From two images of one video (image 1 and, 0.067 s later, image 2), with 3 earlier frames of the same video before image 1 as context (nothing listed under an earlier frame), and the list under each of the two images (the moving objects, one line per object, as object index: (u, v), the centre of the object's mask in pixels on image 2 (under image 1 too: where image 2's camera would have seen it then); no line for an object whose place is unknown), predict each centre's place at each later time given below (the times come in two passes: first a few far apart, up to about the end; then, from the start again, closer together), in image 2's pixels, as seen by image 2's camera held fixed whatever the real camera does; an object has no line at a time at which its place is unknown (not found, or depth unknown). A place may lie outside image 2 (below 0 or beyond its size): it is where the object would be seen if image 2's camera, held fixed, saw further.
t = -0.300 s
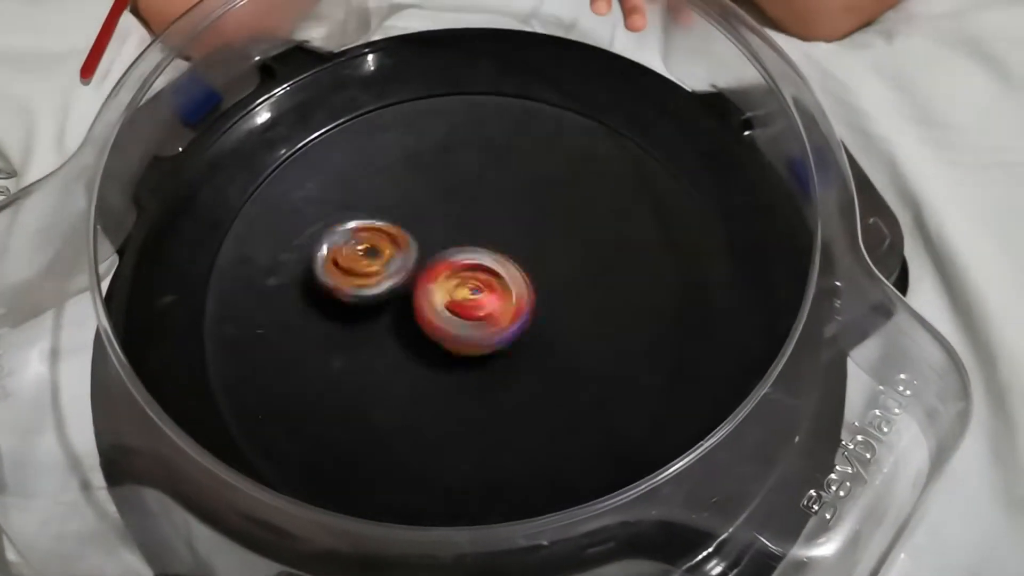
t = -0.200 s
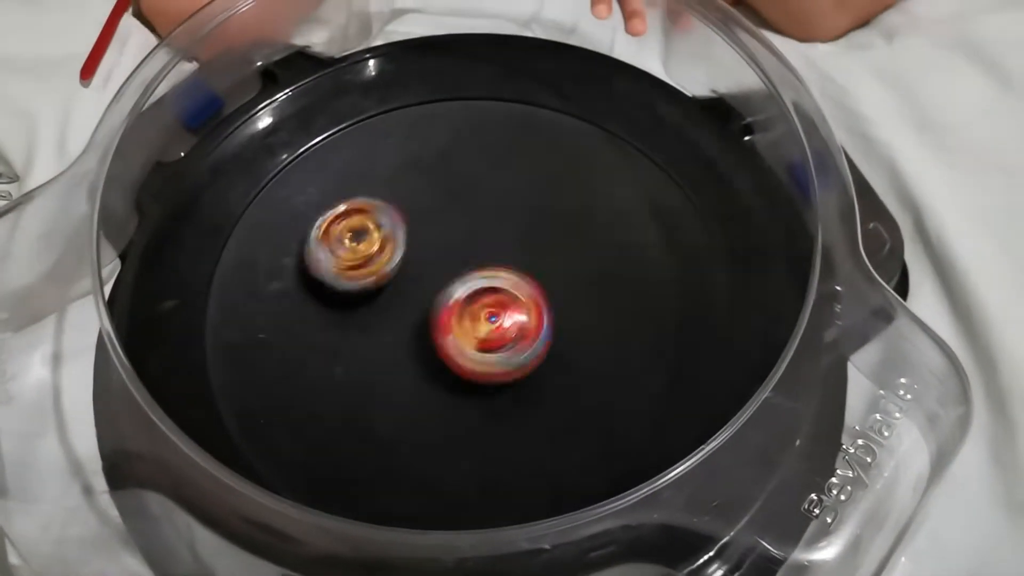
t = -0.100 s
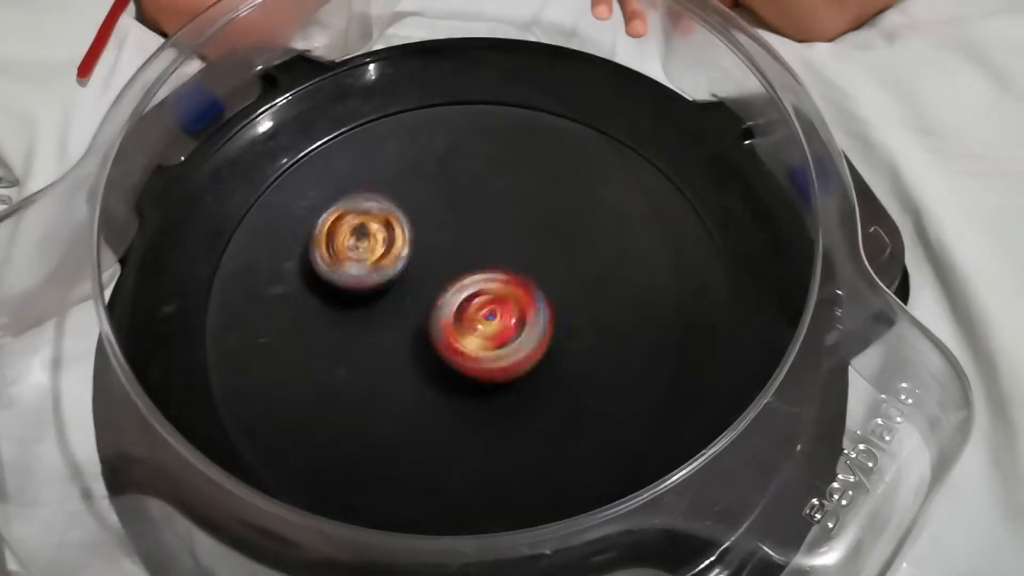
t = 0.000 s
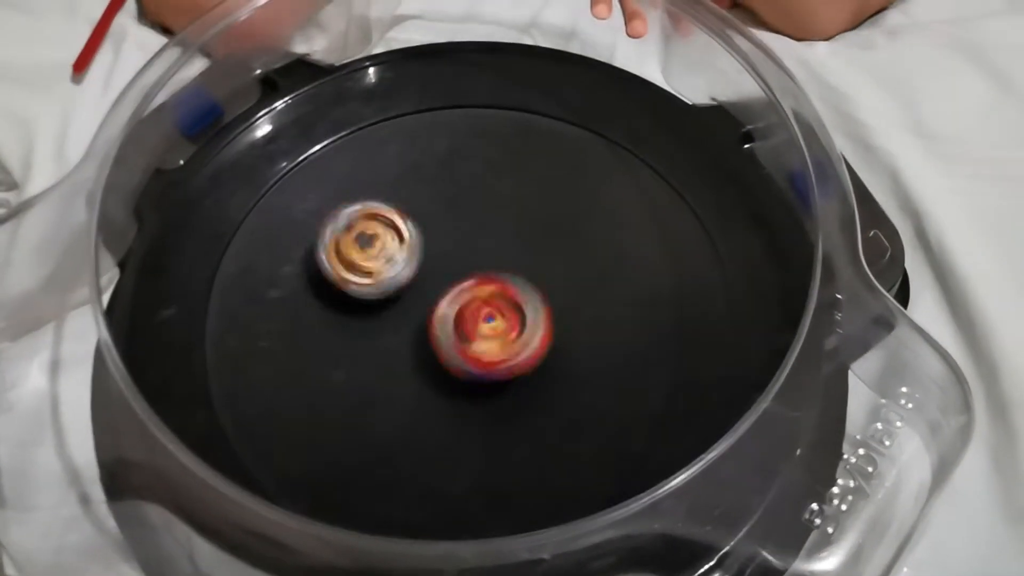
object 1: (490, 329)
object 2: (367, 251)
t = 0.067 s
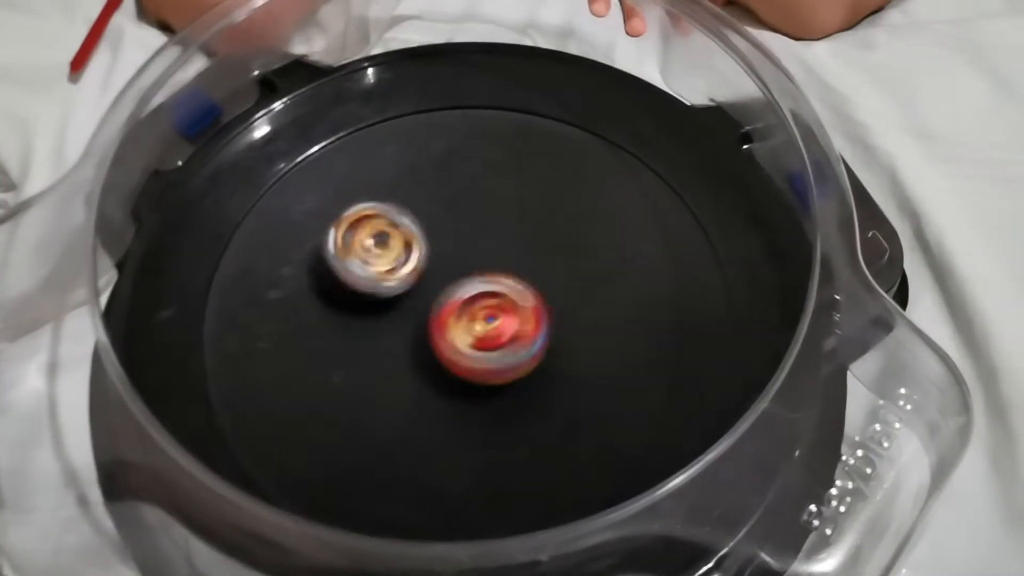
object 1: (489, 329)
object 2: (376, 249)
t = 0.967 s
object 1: (484, 340)
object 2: (429, 240)
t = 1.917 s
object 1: (453, 337)
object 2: (500, 210)
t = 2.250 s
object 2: (495, 241)
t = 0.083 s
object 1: (491, 328)
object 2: (376, 250)
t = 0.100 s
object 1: (489, 328)
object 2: (379, 250)
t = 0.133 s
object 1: (489, 327)
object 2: (382, 249)
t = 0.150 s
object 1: (488, 328)
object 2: (385, 248)
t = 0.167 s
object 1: (490, 326)
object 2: (384, 248)
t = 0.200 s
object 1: (488, 327)
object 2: (388, 247)
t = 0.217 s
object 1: (488, 325)
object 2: (388, 249)
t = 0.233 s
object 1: (487, 324)
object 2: (392, 250)
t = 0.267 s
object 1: (487, 323)
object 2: (394, 252)
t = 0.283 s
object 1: (486, 323)
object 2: (399, 251)
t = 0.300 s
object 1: (488, 323)
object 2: (400, 252)
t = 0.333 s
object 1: (487, 326)
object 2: (406, 251)
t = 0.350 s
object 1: (489, 326)
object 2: (406, 251)
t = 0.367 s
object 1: (487, 329)
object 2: (411, 249)
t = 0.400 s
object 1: (485, 328)
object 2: (417, 248)
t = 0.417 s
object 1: (485, 329)
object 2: (419, 244)
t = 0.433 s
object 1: (485, 328)
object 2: (419, 246)
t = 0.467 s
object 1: (488, 330)
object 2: (421, 242)
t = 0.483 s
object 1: (487, 332)
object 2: (420, 239)
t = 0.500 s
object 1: (489, 335)
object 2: (422, 234)
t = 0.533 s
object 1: (487, 335)
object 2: (424, 231)
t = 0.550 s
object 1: (489, 334)
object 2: (424, 228)
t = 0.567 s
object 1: (489, 333)
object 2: (424, 227)
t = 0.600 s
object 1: (489, 333)
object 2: (425, 224)
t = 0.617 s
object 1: (489, 334)
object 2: (425, 226)
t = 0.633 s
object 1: (491, 333)
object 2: (425, 227)
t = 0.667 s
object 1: (489, 334)
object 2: (428, 230)
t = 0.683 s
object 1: (489, 333)
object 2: (429, 231)
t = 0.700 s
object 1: (488, 334)
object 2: (431, 232)
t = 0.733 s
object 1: (487, 332)
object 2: (435, 233)
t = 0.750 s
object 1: (489, 333)
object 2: (438, 233)
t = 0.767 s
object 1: (486, 332)
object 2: (438, 232)
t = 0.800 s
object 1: (487, 331)
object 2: (440, 235)
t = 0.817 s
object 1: (485, 331)
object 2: (438, 236)
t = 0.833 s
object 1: (487, 330)
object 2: (440, 239)
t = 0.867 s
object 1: (487, 334)
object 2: (438, 237)
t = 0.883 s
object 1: (487, 337)
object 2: (435, 235)
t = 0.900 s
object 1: (486, 340)
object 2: (432, 233)
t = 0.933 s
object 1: (484, 342)
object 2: (430, 236)
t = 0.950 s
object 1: (486, 341)
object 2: (429, 237)
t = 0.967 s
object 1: (484, 340)
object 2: (429, 240)
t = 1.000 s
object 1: (485, 339)
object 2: (434, 242)
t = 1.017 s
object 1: (484, 340)
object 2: (438, 244)
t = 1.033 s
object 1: (486, 339)
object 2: (441, 243)
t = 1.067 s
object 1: (484, 342)
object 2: (441, 243)
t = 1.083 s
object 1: (482, 346)
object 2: (441, 235)
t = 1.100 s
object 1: (483, 351)
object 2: (438, 231)
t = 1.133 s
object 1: (478, 356)
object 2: (440, 225)
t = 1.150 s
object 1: (478, 354)
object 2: (437, 228)
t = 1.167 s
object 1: (475, 354)
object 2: (437, 228)
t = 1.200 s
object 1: (473, 353)
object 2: (437, 229)
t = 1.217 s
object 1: (476, 352)
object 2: (440, 230)
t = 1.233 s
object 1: (474, 351)
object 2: (442, 230)
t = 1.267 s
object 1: (475, 350)
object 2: (444, 231)
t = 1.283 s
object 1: (475, 351)
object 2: (446, 232)
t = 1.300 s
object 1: (474, 349)
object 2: (447, 233)
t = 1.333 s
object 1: (476, 349)
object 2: (450, 232)
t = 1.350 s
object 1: (474, 349)
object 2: (451, 232)
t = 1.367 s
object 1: (476, 348)
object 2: (452, 232)
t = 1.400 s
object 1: (476, 347)
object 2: (455, 233)
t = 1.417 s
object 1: (474, 346)
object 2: (456, 231)
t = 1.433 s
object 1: (475, 346)
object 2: (456, 232)
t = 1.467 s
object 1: (475, 345)
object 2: (458, 232)
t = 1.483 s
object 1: (474, 343)
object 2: (458, 233)
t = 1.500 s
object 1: (475, 343)
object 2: (461, 232)
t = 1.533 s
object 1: (474, 342)
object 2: (460, 232)
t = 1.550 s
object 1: (475, 340)
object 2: (461, 230)
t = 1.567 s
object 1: (474, 340)
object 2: (461, 232)
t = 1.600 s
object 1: (475, 339)
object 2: (465, 234)
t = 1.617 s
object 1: (476, 338)
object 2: (464, 235)
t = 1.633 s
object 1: (475, 337)
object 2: (465, 236)
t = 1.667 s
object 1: (471, 339)
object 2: (469, 235)
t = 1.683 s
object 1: (466, 338)
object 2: (473, 232)
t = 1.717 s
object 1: (465, 335)
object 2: (477, 234)
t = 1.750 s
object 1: (462, 339)
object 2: (482, 231)
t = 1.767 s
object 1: (459, 343)
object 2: (485, 224)
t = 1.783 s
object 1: (456, 345)
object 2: (488, 222)
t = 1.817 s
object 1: (451, 346)
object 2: (494, 215)
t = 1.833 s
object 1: (452, 343)
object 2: (496, 214)
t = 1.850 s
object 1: (450, 342)
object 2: (498, 210)
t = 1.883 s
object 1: (450, 339)
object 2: (500, 210)
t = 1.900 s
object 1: (452, 337)
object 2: (500, 208)
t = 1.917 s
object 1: (453, 337)
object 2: (500, 210)
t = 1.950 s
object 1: (456, 336)
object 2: (500, 212)
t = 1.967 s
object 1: (455, 335)
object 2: (501, 214)
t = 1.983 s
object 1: (458, 336)
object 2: (502, 215)
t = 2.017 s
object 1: (457, 335)
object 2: (502, 220)
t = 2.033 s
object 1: (456, 335)
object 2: (502, 223)
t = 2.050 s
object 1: (458, 335)
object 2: (503, 225)
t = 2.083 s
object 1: (458, 335)
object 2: (503, 227)
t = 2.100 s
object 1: (459, 336)
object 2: (502, 228)
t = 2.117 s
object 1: (458, 335)
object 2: (501, 230)
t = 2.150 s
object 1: (459, 335)
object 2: (499, 235)
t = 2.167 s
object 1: (460, 336)
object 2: (498, 239)
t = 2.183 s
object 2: (497, 239)
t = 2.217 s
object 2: (495, 242)
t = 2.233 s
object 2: (495, 240)
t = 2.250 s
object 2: (495, 241)
